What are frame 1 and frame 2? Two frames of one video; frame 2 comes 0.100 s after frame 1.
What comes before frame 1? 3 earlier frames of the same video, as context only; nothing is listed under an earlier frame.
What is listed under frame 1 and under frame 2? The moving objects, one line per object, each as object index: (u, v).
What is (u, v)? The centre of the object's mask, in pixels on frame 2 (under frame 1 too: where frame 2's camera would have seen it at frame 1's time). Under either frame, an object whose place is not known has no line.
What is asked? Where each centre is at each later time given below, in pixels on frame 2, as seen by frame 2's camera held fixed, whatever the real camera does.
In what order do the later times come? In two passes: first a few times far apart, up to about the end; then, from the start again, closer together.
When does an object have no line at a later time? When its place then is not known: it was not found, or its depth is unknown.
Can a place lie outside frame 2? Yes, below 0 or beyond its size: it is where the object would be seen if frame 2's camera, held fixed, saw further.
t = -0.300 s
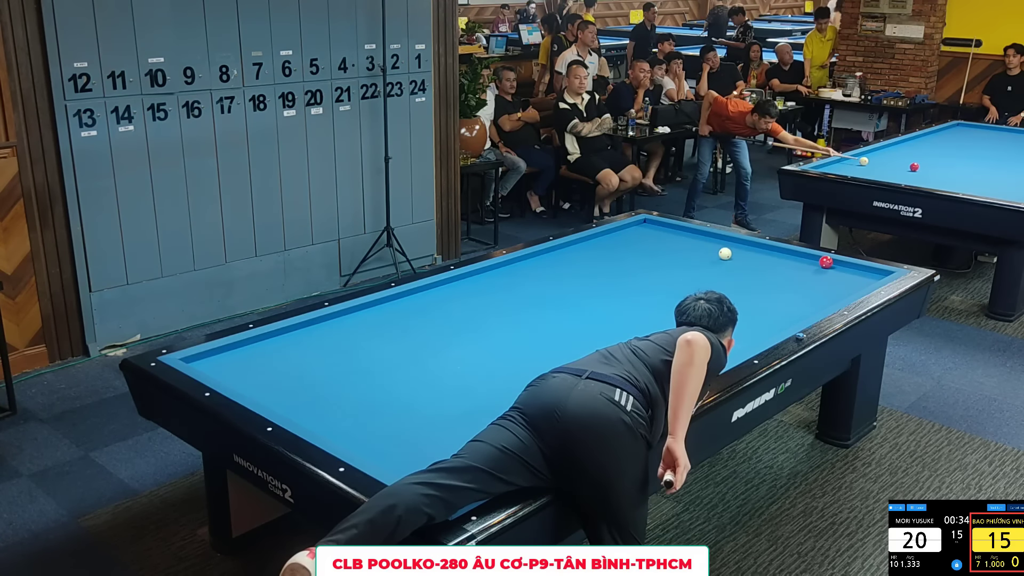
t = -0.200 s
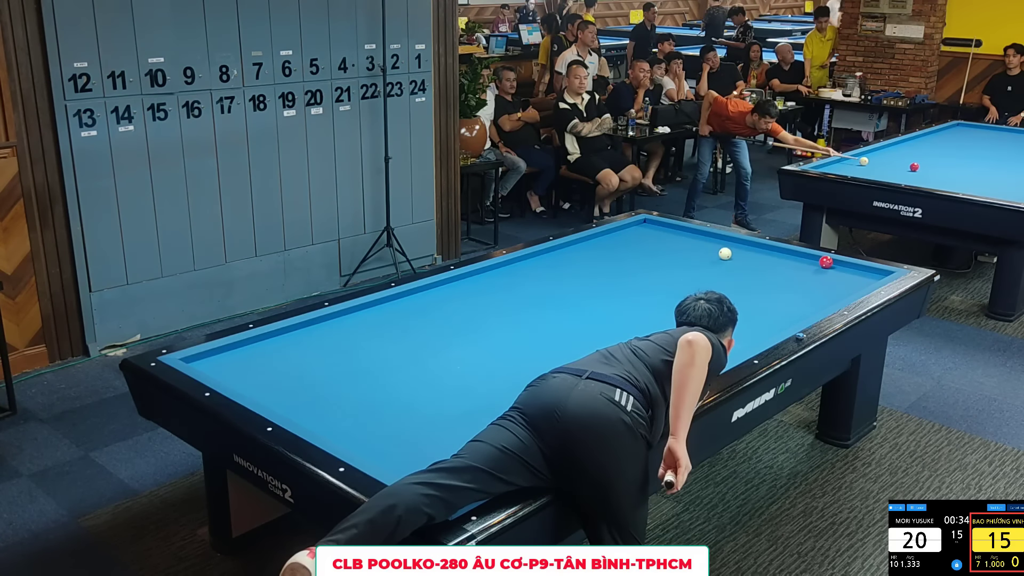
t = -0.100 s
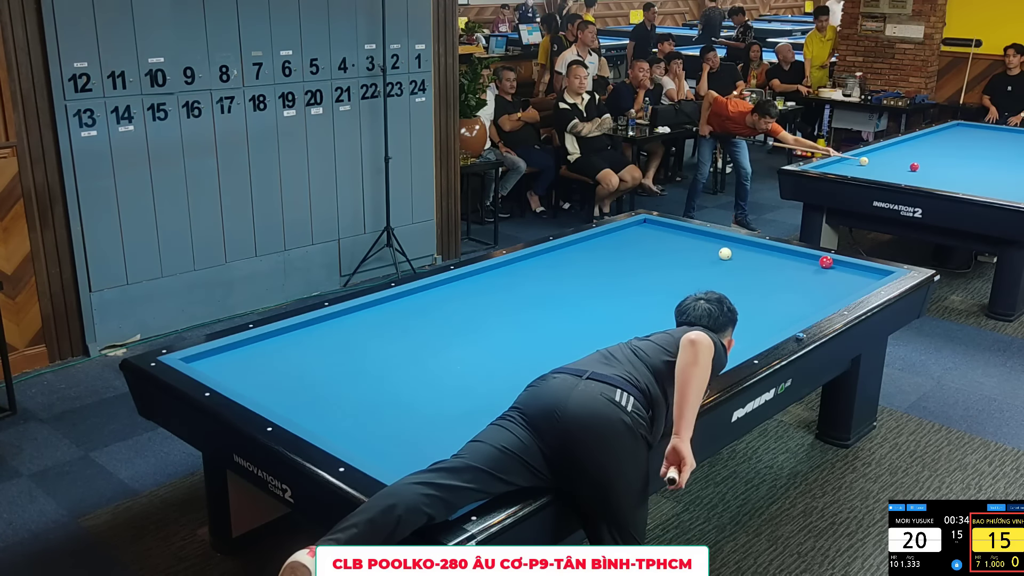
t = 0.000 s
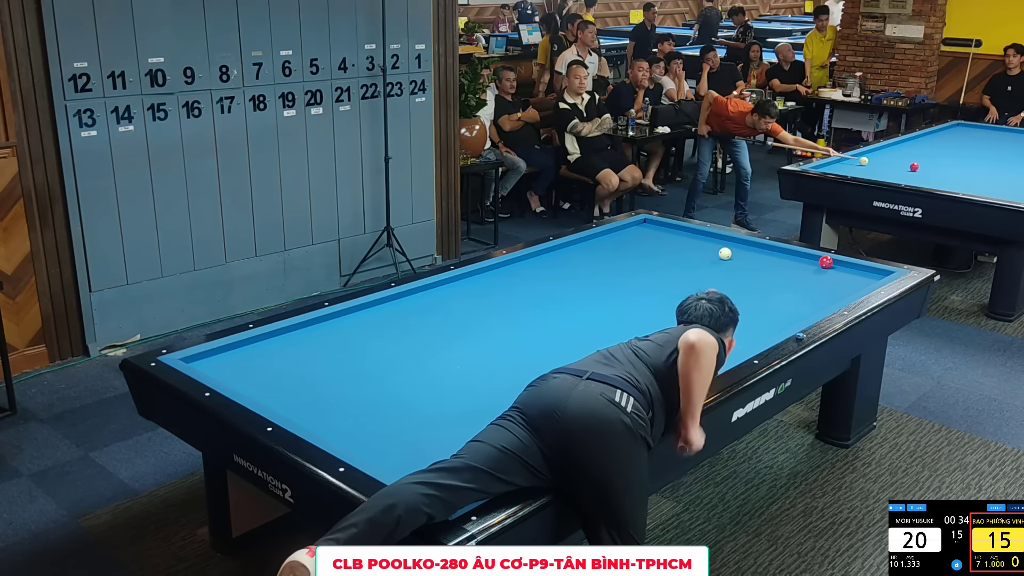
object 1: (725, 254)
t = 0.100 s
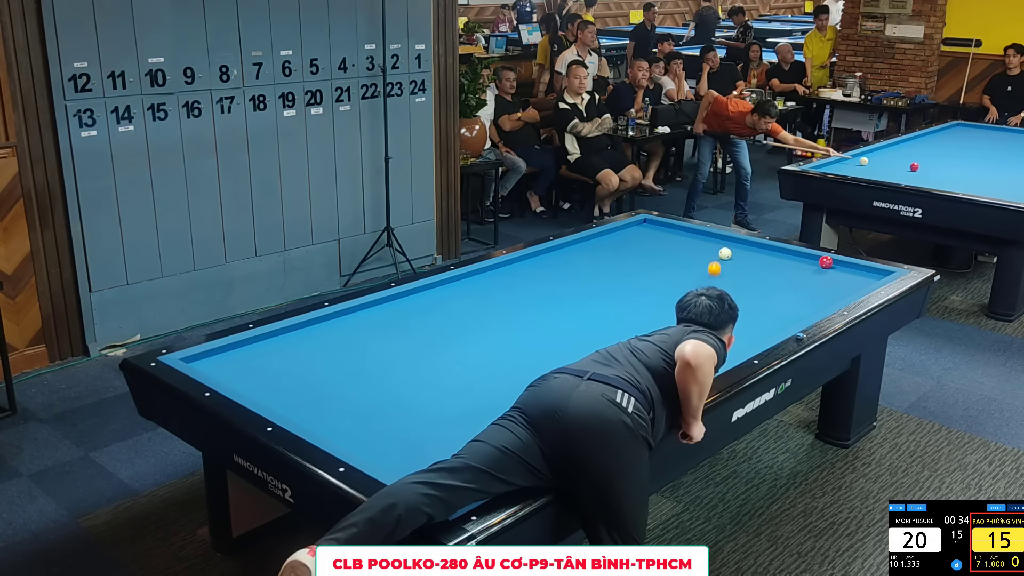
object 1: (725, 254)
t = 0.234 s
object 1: (754, 247)
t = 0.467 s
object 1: (729, 263)
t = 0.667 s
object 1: (701, 274)
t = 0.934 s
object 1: (661, 302)
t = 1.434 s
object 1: (561, 360)
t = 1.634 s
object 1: (519, 380)
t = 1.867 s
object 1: (460, 414)
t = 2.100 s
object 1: (390, 454)
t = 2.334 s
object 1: (429, 439)
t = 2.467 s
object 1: (455, 427)
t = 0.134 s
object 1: (725, 254)
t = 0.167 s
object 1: (729, 252)
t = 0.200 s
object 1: (742, 250)
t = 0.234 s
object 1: (754, 247)
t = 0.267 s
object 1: (760, 246)
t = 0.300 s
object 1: (755, 249)
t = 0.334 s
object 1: (750, 252)
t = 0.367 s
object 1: (745, 255)
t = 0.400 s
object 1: (740, 258)
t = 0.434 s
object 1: (735, 260)
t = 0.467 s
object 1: (729, 263)
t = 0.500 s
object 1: (725, 266)
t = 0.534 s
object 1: (720, 269)
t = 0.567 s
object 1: (715, 272)
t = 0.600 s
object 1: (712, 273)
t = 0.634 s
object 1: (707, 273)
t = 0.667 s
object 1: (701, 274)
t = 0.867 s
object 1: (669, 295)
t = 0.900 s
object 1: (665, 298)
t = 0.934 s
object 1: (661, 302)
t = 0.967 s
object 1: (656, 303)
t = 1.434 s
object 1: (561, 360)
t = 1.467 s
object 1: (556, 361)
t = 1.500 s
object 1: (549, 364)
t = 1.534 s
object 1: (542, 368)
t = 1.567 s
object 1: (534, 372)
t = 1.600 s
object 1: (527, 376)
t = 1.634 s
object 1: (519, 380)
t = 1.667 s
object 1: (511, 385)
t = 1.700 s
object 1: (503, 390)
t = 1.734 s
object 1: (495, 395)
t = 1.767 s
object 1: (486, 399)
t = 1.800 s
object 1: (478, 404)
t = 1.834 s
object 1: (469, 409)
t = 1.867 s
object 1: (460, 414)
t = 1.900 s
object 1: (450, 420)
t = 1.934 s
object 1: (441, 425)
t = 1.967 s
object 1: (431, 430)
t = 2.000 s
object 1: (421, 436)
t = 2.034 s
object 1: (411, 441)
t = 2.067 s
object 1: (401, 448)
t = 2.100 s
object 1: (390, 454)
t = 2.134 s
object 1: (380, 458)
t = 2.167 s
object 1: (385, 457)
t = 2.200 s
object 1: (395, 453)
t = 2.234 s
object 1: (404, 449)
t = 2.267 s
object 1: (413, 445)
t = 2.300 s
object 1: (421, 442)
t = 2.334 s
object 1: (429, 439)
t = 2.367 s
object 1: (436, 436)
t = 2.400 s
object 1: (442, 433)
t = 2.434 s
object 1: (449, 430)
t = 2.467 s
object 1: (455, 427)
